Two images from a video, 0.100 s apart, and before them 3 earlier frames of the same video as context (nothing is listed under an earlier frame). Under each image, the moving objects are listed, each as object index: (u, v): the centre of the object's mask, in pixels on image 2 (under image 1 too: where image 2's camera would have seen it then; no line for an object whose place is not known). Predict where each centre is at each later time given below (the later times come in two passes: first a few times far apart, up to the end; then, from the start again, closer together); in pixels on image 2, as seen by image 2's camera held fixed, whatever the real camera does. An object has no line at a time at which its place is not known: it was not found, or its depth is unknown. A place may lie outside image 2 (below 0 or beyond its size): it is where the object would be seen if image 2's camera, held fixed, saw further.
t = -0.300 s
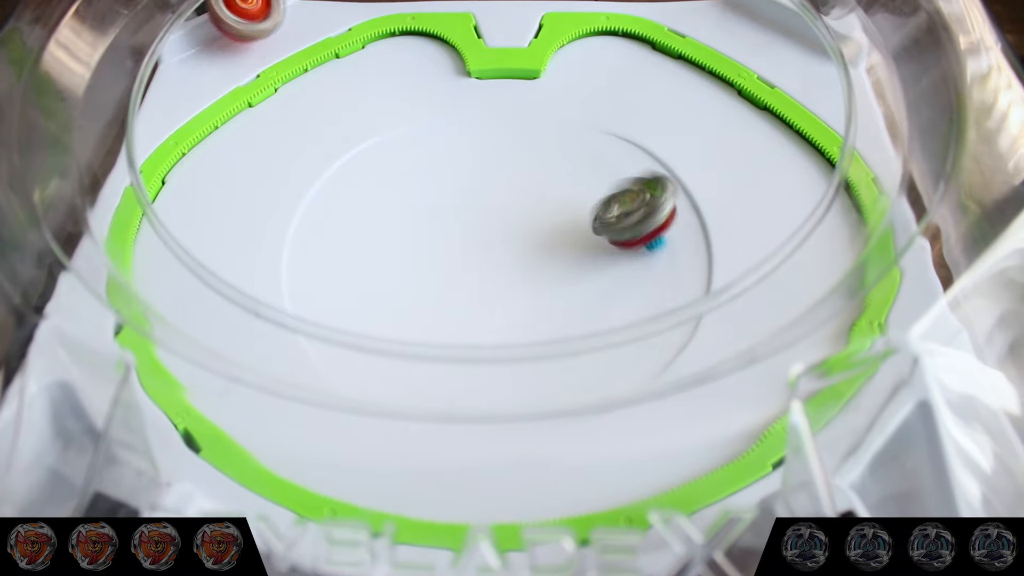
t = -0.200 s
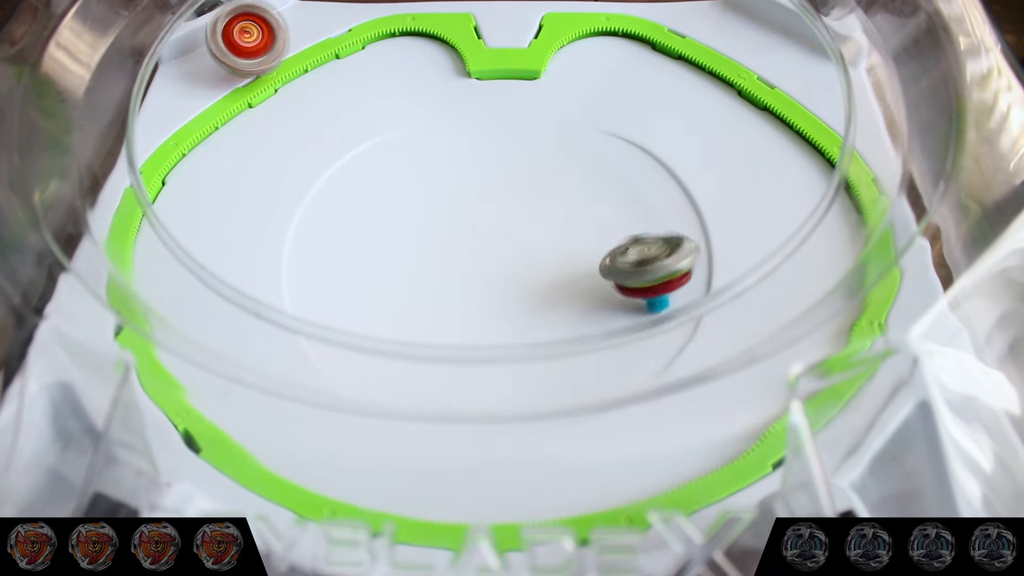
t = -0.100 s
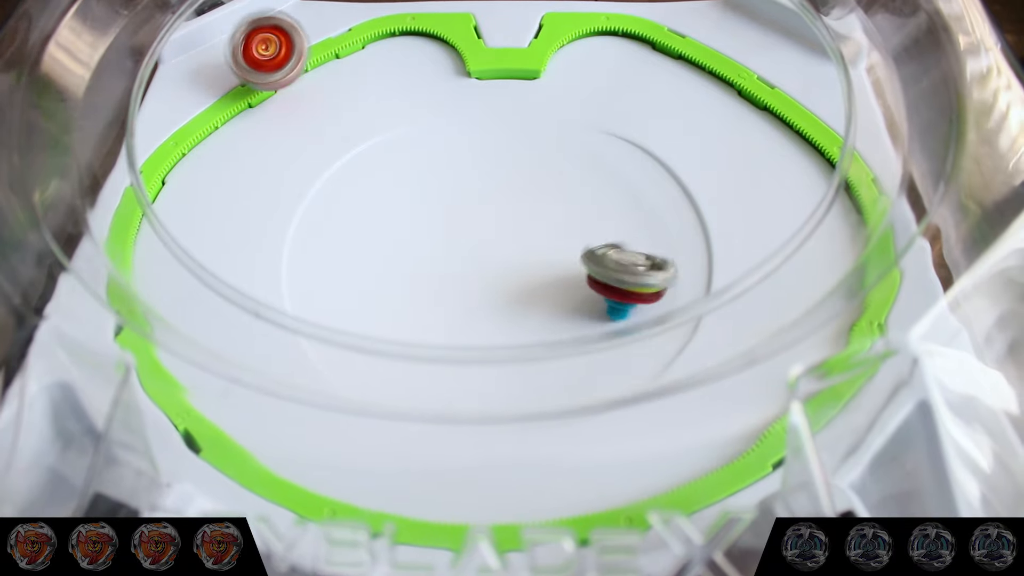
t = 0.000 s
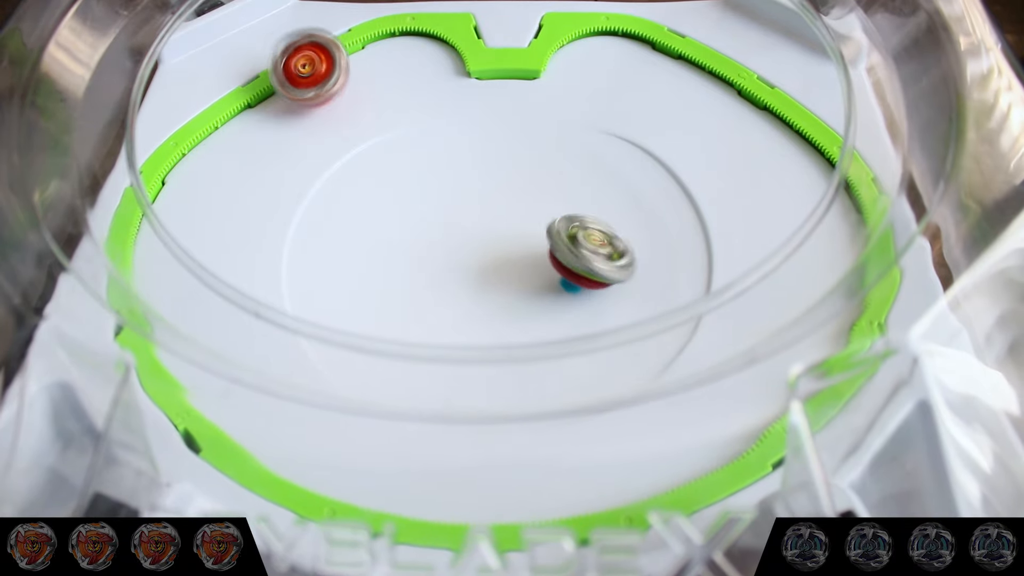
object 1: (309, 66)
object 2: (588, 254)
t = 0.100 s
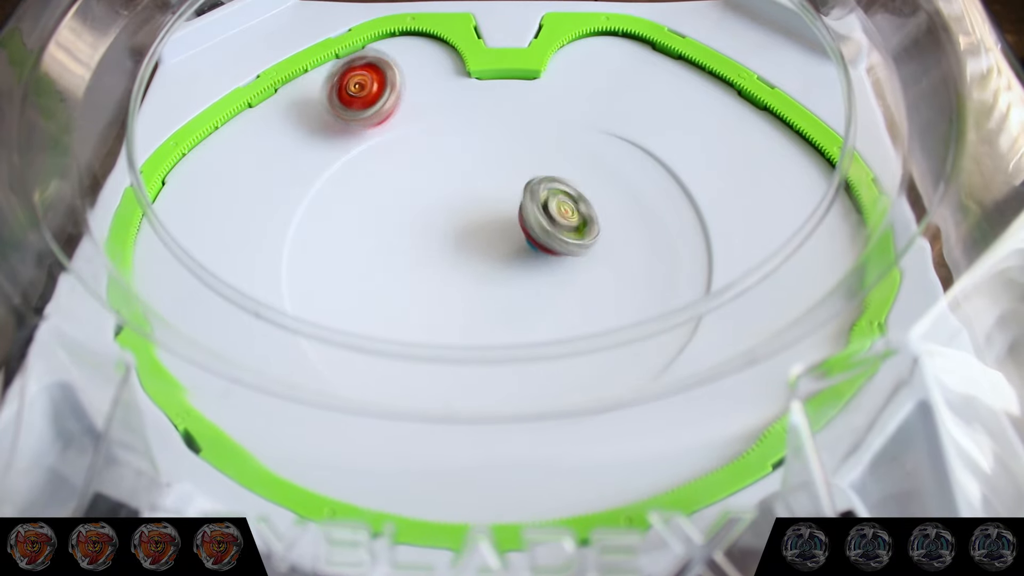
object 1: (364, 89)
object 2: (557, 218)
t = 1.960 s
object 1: (527, 136)
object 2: (475, 207)
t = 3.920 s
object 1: (586, 91)
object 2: (495, 234)
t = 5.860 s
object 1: (583, 110)
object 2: (457, 234)
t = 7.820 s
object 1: (610, 119)
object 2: (456, 234)
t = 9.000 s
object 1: (354, 153)
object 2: (456, 234)
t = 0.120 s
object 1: (375, 94)
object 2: (553, 209)
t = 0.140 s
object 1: (385, 100)
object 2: (550, 202)
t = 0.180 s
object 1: (407, 117)
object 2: (546, 187)
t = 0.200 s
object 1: (418, 129)
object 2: (544, 182)
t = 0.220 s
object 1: (428, 141)
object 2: (545, 177)
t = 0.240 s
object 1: (437, 152)
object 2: (545, 171)
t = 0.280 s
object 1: (456, 175)
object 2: (544, 166)
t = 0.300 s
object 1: (464, 184)
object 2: (546, 164)
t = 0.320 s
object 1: (471, 194)
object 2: (547, 161)
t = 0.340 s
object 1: (478, 204)
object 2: (546, 160)
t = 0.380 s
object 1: (489, 225)
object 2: (541, 164)
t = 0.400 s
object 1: (494, 236)
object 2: (540, 166)
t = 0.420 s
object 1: (498, 246)
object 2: (537, 168)
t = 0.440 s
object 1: (502, 256)
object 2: (535, 172)
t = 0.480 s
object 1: (509, 274)
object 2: (533, 177)
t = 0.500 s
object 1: (513, 283)
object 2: (532, 180)
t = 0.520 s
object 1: (516, 290)
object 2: (531, 186)
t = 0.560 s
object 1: (520, 303)
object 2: (526, 193)
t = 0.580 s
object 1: (521, 307)
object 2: (523, 198)
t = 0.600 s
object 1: (523, 311)
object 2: (519, 201)
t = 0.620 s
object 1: (523, 313)
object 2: (514, 204)
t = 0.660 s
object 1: (526, 318)
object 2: (506, 211)
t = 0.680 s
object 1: (526, 320)
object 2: (501, 213)
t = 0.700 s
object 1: (528, 332)
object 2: (496, 212)
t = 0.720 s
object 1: (528, 334)
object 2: (492, 213)
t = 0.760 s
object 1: (529, 341)
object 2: (484, 214)
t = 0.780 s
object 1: (528, 341)
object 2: (482, 212)
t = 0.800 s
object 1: (526, 342)
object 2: (479, 212)
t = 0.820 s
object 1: (524, 343)
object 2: (479, 212)
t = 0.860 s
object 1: (515, 340)
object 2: (480, 208)
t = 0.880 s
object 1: (509, 337)
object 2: (479, 208)
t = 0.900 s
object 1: (501, 334)
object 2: (480, 209)
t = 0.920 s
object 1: (492, 323)
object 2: (481, 207)
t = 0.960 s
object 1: (470, 319)
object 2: (480, 207)
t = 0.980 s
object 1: (459, 317)
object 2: (481, 208)
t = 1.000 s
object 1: (447, 314)
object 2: (480, 208)
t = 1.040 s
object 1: (424, 307)
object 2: (480, 206)
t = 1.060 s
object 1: (412, 302)
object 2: (480, 207)
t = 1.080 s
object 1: (402, 297)
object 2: (480, 209)
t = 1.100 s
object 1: (392, 291)
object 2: (482, 209)
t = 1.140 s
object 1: (374, 276)
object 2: (484, 210)
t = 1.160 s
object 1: (364, 269)
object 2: (484, 212)
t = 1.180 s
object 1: (357, 262)
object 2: (482, 214)
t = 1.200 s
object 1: (350, 254)
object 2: (482, 214)
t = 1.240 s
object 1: (337, 239)
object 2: (480, 215)
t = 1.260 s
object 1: (331, 231)
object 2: (477, 214)
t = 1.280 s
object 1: (328, 223)
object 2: (476, 214)
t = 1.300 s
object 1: (323, 215)
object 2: (476, 215)
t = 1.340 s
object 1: (317, 200)
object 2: (476, 209)
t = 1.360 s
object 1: (314, 192)
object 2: (476, 210)
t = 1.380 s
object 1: (313, 183)
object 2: (476, 210)
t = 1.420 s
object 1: (320, 172)
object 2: (480, 207)
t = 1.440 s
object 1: (330, 169)
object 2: (479, 206)
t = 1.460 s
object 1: (339, 165)
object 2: (478, 205)
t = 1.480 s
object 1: (348, 162)
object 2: (477, 205)
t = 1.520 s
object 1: (366, 154)
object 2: (477, 207)
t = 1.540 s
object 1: (375, 152)
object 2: (476, 207)
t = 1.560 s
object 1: (384, 150)
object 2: (475, 206)
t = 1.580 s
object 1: (393, 148)
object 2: (474, 207)
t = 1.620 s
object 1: (410, 142)
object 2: (476, 208)
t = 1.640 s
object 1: (418, 142)
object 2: (476, 209)
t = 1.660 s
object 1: (427, 138)
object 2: (477, 211)
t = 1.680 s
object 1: (435, 137)
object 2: (476, 213)
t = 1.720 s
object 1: (451, 134)
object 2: (476, 214)
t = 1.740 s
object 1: (458, 133)
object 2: (475, 215)
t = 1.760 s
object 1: (465, 133)
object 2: (472, 215)
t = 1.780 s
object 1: (472, 132)
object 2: (470, 214)
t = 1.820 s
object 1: (485, 132)
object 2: (470, 214)
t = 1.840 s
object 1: (491, 131)
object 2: (471, 213)
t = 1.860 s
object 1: (497, 132)
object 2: (473, 210)
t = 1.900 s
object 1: (509, 133)
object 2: (475, 210)
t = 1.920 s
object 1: (514, 133)
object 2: (477, 209)
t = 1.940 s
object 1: (521, 134)
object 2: (476, 208)
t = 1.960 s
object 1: (527, 136)
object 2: (475, 207)
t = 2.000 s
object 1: (537, 142)
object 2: (473, 209)
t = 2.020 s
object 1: (543, 144)
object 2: (473, 210)
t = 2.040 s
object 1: (547, 148)
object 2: (472, 210)
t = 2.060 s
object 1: (553, 151)
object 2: (473, 209)
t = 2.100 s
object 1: (561, 160)
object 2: (476, 209)
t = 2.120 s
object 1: (564, 165)
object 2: (477, 209)
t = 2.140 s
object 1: (568, 171)
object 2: (477, 212)
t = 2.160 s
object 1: (571, 176)
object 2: (475, 214)
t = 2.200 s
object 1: (576, 191)
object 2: (477, 216)
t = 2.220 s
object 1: (579, 198)
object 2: (474, 216)
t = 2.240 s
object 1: (582, 206)
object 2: (474, 215)
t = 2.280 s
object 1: (585, 222)
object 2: (473, 214)
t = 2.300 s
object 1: (586, 229)
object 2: (473, 213)
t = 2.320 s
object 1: (587, 237)
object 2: (474, 210)
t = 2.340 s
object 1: (587, 245)
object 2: (474, 208)
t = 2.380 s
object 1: (585, 262)
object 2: (473, 211)
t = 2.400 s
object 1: (582, 269)
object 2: (473, 213)
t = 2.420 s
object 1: (579, 278)
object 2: (474, 213)
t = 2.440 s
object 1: (577, 284)
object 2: (474, 213)
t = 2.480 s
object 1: (567, 297)
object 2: (473, 212)
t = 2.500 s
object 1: (562, 303)
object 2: (474, 210)
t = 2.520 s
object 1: (557, 306)
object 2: (474, 210)
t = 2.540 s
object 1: (549, 310)
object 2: (473, 212)
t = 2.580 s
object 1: (535, 318)
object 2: (473, 215)
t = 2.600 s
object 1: (526, 330)
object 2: (471, 218)
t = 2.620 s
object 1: (517, 336)
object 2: (471, 218)
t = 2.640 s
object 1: (507, 341)
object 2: (471, 219)
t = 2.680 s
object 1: (487, 353)
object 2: (471, 218)
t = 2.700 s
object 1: (477, 355)
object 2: (470, 216)
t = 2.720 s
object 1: (465, 349)
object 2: (470, 214)
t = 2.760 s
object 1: (444, 359)
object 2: (473, 213)
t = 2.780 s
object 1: (433, 359)
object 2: (473, 212)
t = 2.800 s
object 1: (421, 359)
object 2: (473, 212)
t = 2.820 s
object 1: (411, 357)
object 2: (472, 211)
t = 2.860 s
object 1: (388, 359)
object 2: (469, 212)
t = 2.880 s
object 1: (378, 349)
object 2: (467, 213)
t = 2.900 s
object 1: (366, 344)
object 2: (467, 213)
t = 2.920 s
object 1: (355, 340)
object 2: (467, 213)
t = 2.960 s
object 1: (336, 326)
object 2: (470, 216)
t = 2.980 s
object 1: (328, 319)
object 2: (470, 218)
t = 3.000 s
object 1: (321, 312)
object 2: (470, 220)
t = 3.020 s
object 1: (315, 303)
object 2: (470, 219)
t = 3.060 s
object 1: (310, 284)
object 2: (469, 220)
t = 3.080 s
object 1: (304, 278)
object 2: (468, 219)
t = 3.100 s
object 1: (301, 271)
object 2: (470, 218)
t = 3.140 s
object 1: (298, 254)
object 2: (473, 215)
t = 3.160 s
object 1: (297, 244)
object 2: (474, 215)
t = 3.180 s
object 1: (297, 236)
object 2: (475, 216)
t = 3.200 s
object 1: (298, 227)
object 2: (474, 217)
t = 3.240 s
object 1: (301, 209)
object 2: (471, 219)
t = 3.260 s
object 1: (304, 200)
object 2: (470, 220)
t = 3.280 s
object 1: (307, 191)
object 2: (468, 221)
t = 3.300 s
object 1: (312, 184)
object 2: (467, 222)
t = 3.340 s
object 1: (321, 168)
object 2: (469, 222)
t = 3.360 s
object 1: (328, 162)
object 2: (469, 225)
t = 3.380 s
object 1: (334, 154)
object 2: (469, 226)
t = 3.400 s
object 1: (340, 147)
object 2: (468, 226)
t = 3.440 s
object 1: (355, 136)
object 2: (464, 225)
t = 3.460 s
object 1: (364, 130)
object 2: (463, 225)
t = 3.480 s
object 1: (372, 124)
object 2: (461, 223)
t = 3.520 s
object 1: (391, 117)
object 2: (460, 220)
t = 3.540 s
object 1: (400, 112)
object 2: (463, 218)
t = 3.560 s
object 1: (410, 110)
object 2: (465, 215)
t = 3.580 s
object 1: (420, 106)
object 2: (467, 214)
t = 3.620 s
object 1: (439, 100)
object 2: (470, 211)
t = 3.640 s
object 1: (448, 98)
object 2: (471, 211)
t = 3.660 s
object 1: (459, 96)
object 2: (473, 210)
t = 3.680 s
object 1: (469, 94)
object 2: (475, 208)
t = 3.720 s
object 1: (489, 89)
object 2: (477, 209)
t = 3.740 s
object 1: (498, 88)
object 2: (479, 209)
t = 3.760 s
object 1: (509, 87)
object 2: (481, 209)
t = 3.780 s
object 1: (519, 86)
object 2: (483, 210)
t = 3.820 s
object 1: (538, 87)
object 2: (491, 215)
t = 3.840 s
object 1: (548, 88)
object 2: (493, 219)
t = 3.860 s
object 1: (558, 89)
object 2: (495, 223)
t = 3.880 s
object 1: (568, 90)
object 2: (496, 226)
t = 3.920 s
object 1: (586, 91)
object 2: (495, 234)
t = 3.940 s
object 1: (597, 93)
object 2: (492, 237)
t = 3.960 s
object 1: (605, 95)
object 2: (487, 240)
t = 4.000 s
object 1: (621, 98)
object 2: (478, 242)
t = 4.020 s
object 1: (629, 100)
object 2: (475, 241)
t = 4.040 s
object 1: (636, 103)
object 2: (472, 240)
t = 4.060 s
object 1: (643, 107)
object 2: (469, 239)
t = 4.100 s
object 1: (656, 115)
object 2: (465, 237)
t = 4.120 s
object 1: (662, 120)
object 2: (463, 236)
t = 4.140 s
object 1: (668, 126)
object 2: (461, 234)
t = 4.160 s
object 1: (674, 132)
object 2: (459, 233)
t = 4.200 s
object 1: (683, 146)
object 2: (454, 231)
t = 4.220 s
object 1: (687, 154)
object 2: (452, 230)
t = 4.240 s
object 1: (691, 161)
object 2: (450, 230)
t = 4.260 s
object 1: (691, 169)
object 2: (448, 230)
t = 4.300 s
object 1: (686, 186)
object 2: (444, 230)
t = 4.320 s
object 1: (682, 195)
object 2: (443, 230)
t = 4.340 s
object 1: (678, 202)
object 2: (441, 230)
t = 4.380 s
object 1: (669, 217)
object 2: (441, 230)
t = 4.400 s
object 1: (662, 224)
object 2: (442, 230)
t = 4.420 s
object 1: (653, 232)
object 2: (443, 230)
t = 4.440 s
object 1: (644, 240)
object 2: (445, 230)
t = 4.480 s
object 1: (626, 254)
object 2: (448, 231)
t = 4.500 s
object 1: (615, 260)
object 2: (449, 231)
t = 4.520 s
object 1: (606, 266)
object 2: (451, 231)
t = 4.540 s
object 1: (596, 272)
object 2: (452, 232)
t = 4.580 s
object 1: (574, 281)
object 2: (457, 233)
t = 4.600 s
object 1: (562, 287)
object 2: (458, 233)
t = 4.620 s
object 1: (551, 289)
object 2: (459, 234)
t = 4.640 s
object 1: (538, 293)
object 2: (460, 234)
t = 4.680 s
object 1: (514, 297)
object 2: (460, 234)
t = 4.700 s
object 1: (502, 299)
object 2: (460, 234)
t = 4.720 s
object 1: (489, 299)
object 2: (459, 233)
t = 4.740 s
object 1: (476, 299)
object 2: (458, 232)
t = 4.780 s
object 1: (452, 297)
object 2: (456, 228)
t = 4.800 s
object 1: (442, 295)
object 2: (455, 228)
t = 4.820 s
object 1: (430, 293)
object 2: (454, 228)
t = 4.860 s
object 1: (408, 288)
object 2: (452, 229)
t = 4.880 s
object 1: (397, 286)
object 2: (452, 231)
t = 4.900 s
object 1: (389, 280)
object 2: (452, 231)
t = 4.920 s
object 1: (377, 277)
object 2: (452, 232)
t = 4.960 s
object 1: (359, 266)
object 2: (453, 232)
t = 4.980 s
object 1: (352, 261)
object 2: (454, 232)
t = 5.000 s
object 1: (344, 254)
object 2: (455, 233)
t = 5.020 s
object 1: (339, 249)
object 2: (457, 233)
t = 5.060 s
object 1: (327, 235)
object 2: (458, 234)
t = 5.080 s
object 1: (322, 228)
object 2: (458, 234)
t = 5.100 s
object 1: (319, 222)
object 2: (458, 234)
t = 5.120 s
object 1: (315, 214)
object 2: (457, 233)
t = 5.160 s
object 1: (311, 199)
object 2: (455, 233)
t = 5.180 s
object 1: (310, 192)
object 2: (454, 233)
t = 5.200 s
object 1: (310, 184)
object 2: (454, 233)
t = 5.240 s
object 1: (318, 172)
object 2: (454, 233)
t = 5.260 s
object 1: (326, 168)
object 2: (456, 233)
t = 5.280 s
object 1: (334, 163)
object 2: (457, 234)
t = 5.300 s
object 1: (341, 159)
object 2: (457, 234)
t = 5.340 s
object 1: (355, 148)
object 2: (457, 234)
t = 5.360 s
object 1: (363, 145)
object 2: (456, 234)
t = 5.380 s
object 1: (369, 138)
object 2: (455, 234)
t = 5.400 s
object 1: (378, 135)
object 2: (455, 234)
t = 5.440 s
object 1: (393, 127)
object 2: (455, 234)
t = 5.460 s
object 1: (401, 121)
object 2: (456, 234)
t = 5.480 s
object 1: (410, 118)
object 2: (457, 234)
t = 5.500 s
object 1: (419, 113)
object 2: (457, 234)
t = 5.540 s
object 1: (436, 109)
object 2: (456, 234)
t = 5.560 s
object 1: (447, 106)
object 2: (455, 234)
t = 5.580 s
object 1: (455, 104)
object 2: (455, 234)
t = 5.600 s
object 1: (466, 102)
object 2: (456, 234)
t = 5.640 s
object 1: (485, 99)
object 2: (457, 234)
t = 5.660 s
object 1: (493, 100)
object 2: (457, 234)
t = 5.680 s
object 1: (504, 97)
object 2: (456, 234)
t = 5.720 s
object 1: (522, 98)
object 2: (456, 234)
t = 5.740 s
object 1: (531, 99)
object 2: (457, 234)
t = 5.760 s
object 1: (540, 100)
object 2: (457, 234)
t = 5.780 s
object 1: (549, 102)
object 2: (457, 234)
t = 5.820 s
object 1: (566, 104)
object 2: (456, 234)
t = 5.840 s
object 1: (574, 107)
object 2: (456, 234)
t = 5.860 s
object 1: (583, 110)
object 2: (457, 234)
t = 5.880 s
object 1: (591, 113)
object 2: (457, 234)
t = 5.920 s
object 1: (606, 120)
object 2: (456, 234)
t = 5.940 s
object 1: (613, 124)
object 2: (456, 234)
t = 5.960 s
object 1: (620, 129)
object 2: (456, 235)
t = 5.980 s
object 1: (626, 134)
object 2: (457, 235)
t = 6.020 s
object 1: (637, 146)
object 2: (457, 234)
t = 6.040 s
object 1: (642, 152)
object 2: (456, 234)
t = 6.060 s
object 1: (646, 158)
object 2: (456, 234)
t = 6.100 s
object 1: (654, 171)
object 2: (456, 234)
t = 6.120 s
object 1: (656, 179)
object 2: (457, 235)
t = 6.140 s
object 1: (658, 186)
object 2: (456, 235)
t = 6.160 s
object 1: (659, 193)
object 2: (456, 235)
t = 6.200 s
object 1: (658, 209)
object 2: (456, 234)
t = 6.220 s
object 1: (655, 217)
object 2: (456, 235)
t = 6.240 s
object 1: (653, 224)
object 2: (456, 235)
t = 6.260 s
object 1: (648, 232)
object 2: (456, 235)
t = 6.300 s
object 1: (638, 247)
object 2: (456, 235)
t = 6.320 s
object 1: (633, 255)
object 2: (456, 235)
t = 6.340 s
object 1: (626, 261)
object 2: (456, 235)
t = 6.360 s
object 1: (620, 268)
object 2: (456, 235)
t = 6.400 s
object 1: (605, 280)
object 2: (456, 234)
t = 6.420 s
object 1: (594, 285)
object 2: (456, 234)
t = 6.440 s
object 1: (586, 290)
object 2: (456, 235)
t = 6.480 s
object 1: (565, 297)
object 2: (456, 234)
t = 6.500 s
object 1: (554, 300)
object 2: (456, 234)
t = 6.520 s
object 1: (544, 302)
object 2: (456, 234)
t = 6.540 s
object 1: (532, 305)
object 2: (456, 234)
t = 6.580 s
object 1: (509, 308)
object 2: (456, 234)
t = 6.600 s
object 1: (499, 306)
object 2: (456, 234)
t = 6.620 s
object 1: (486, 308)
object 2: (456, 234)
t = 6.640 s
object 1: (475, 305)
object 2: (456, 234)
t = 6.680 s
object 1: (453, 303)
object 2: (457, 233)
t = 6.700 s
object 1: (443, 300)
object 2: (457, 231)
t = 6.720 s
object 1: (432, 296)
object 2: (457, 231)
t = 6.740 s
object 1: (423, 294)
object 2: (457, 231)
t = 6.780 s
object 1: (404, 285)
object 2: (457, 233)
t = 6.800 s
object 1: (395, 279)
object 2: (457, 233)
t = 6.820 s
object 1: (390, 273)
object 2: (457, 233)
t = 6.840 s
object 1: (381, 268)
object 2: (456, 234)
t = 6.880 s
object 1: (369, 254)
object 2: (456, 234)
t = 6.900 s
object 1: (363, 248)
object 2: (456, 234)
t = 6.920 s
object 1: (359, 241)
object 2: (456, 234)
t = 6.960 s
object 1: (352, 227)
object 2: (456, 234)
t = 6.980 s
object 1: (350, 220)
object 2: (456, 234)
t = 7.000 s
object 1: (348, 212)
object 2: (456, 234)
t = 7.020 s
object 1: (347, 205)
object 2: (456, 234)
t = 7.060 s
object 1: (347, 190)
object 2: (456, 234)
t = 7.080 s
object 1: (347, 183)
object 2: (456, 234)
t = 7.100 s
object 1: (350, 176)
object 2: (456, 234)
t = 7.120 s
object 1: (351, 168)
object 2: (456, 234)
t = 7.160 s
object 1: (356, 156)
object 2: (456, 234)
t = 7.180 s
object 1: (361, 149)
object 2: (456, 234)
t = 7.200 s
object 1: (365, 143)
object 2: (456, 234)
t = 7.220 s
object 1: (371, 137)
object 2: (456, 234)
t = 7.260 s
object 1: (383, 125)
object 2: (456, 234)
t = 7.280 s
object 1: (390, 121)
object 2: (456, 234)
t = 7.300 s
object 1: (396, 116)
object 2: (456, 234)
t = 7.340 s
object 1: (410, 108)
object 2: (456, 234)
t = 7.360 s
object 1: (418, 103)
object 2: (456, 234)
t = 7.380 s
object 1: (425, 101)
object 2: (456, 234)
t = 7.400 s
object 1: (434, 99)
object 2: (456, 234)
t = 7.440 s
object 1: (451, 94)
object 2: (456, 234)
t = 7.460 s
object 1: (461, 92)
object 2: (456, 234)
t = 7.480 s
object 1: (470, 91)
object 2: (456, 234)
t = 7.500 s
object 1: (479, 89)
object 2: (456, 234)
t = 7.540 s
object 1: (496, 87)
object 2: (456, 234)
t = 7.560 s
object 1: (506, 87)
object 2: (456, 234)
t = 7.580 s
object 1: (515, 87)
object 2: (456, 234)
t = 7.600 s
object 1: (525, 88)
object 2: (456, 234)
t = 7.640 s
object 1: (542, 90)
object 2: (456, 234)
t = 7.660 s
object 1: (551, 93)
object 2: (456, 234)
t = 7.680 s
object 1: (560, 93)
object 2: (457, 234)
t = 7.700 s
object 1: (569, 96)
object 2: (456, 234)
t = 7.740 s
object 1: (584, 101)
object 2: (456, 234)
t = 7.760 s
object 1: (591, 105)
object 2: (456, 234)
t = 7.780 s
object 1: (598, 110)
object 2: (456, 234)
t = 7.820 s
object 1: (610, 119)
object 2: (456, 234)
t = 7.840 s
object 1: (615, 123)
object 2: (456, 234)
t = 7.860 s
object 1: (621, 129)
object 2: (456, 235)
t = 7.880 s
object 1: (625, 135)
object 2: (456, 235)
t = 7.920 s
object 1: (632, 149)
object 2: (456, 235)
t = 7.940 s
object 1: (635, 154)
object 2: (456, 235)
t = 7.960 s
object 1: (637, 162)
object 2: (456, 235)
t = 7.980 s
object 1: (637, 169)
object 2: (456, 235)
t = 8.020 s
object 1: (636, 185)
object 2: (456, 234)
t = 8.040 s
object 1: (634, 192)
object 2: (456, 235)
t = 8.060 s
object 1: (632, 201)
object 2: (456, 235)
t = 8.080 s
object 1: (628, 207)
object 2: (456, 235)
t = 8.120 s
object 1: (621, 222)
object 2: (456, 235)
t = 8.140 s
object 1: (617, 229)
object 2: (456, 235)
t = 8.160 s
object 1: (610, 237)
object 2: (456, 235)
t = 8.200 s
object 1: (597, 250)
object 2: (456, 235)
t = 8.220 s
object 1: (589, 256)
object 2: (456, 235)
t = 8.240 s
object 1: (582, 261)
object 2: (456, 235)
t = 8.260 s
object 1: (572, 267)
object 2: (456, 235)
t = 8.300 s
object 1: (555, 277)
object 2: (456, 235)
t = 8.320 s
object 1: (545, 281)
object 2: (456, 234)
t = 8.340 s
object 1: (535, 285)
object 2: (456, 234)
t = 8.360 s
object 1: (524, 287)
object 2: (456, 234)
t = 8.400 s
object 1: (501, 291)
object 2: (456, 234)
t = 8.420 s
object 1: (491, 292)
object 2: (456, 232)
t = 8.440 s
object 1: (480, 293)
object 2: (456, 231)
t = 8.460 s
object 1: (468, 293)
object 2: (457, 230)
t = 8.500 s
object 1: (446, 290)
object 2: (458, 229)
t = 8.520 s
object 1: (438, 288)
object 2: (458, 229)
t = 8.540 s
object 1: (428, 287)
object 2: (458, 229)
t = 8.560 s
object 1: (417, 283)
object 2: (458, 229)
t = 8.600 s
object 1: (399, 276)
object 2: (458, 232)
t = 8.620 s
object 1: (393, 272)
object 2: (457, 233)
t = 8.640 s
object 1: (384, 268)
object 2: (457, 234)
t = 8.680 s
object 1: (369, 257)
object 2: (456, 234)
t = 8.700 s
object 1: (363, 251)
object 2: (456, 234)
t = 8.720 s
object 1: (357, 245)
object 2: (456, 234)
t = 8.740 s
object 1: (353, 239)
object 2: (456, 234)
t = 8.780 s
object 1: (346, 226)
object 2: (456, 234)
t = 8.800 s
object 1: (343, 220)
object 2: (456, 234)
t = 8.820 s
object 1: (341, 213)
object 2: (456, 234)
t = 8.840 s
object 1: (339, 206)
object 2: (456, 234)
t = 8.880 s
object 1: (339, 192)
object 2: (456, 234)
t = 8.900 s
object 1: (339, 184)
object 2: (456, 234)
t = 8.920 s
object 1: (340, 178)
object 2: (456, 234)
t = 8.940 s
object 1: (343, 172)
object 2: (456, 234)
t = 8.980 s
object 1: (349, 159)
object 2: (456, 234)
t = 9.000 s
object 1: (354, 153)
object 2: (456, 234)
